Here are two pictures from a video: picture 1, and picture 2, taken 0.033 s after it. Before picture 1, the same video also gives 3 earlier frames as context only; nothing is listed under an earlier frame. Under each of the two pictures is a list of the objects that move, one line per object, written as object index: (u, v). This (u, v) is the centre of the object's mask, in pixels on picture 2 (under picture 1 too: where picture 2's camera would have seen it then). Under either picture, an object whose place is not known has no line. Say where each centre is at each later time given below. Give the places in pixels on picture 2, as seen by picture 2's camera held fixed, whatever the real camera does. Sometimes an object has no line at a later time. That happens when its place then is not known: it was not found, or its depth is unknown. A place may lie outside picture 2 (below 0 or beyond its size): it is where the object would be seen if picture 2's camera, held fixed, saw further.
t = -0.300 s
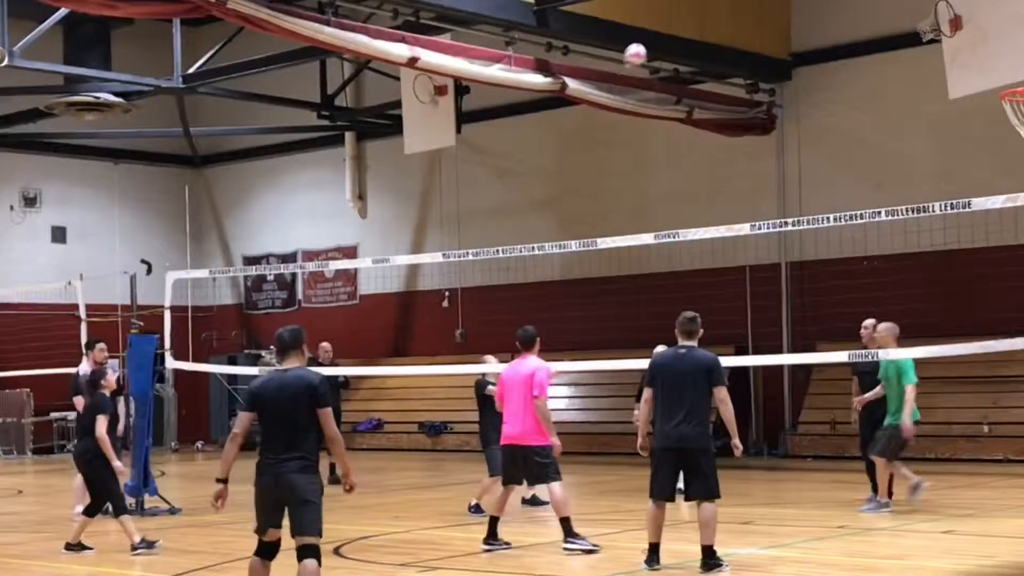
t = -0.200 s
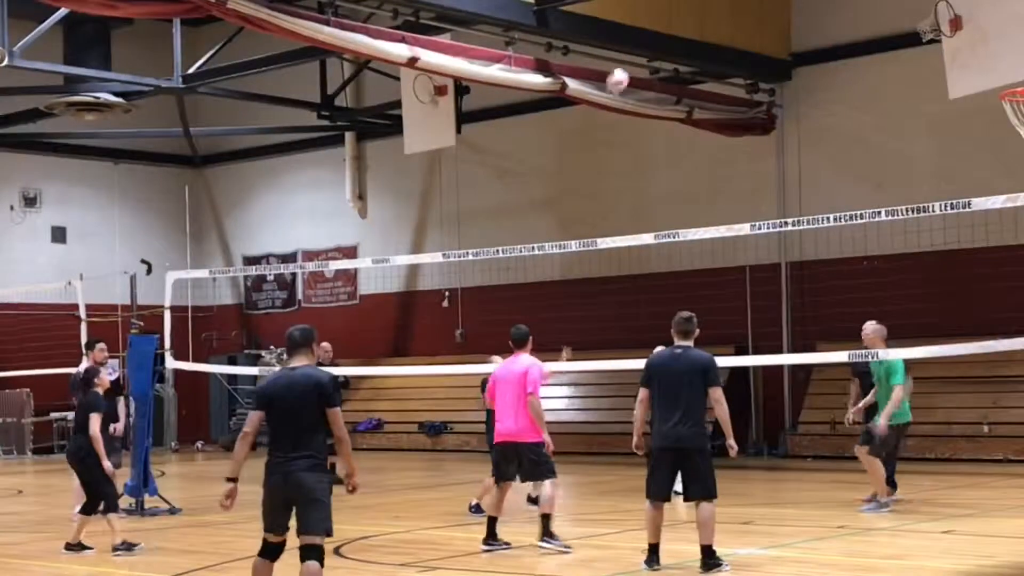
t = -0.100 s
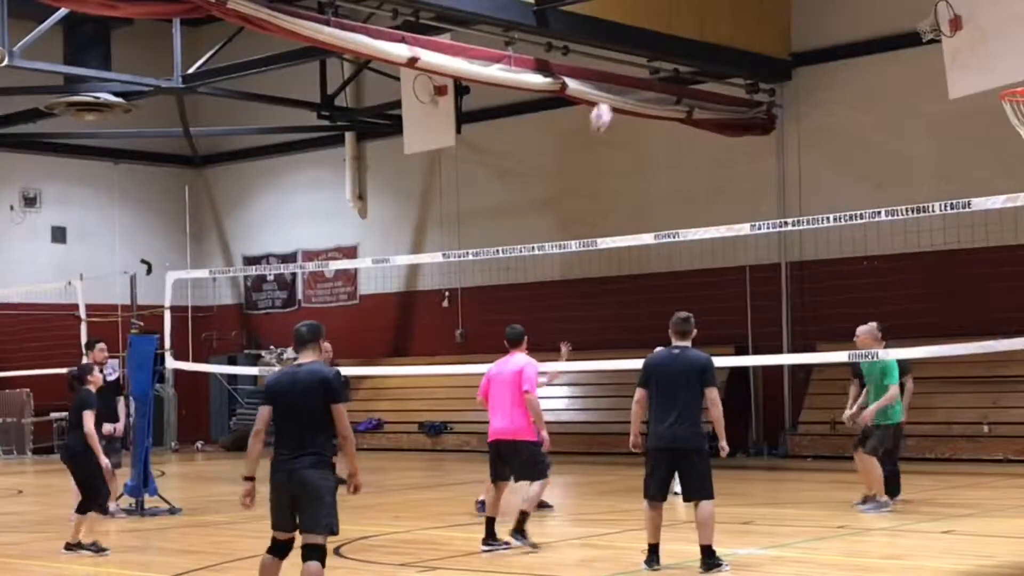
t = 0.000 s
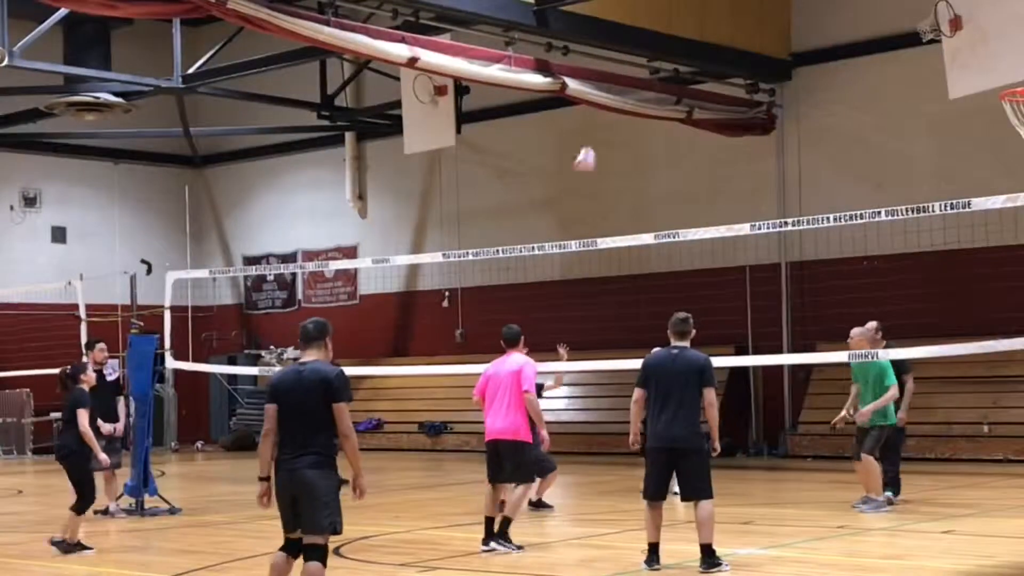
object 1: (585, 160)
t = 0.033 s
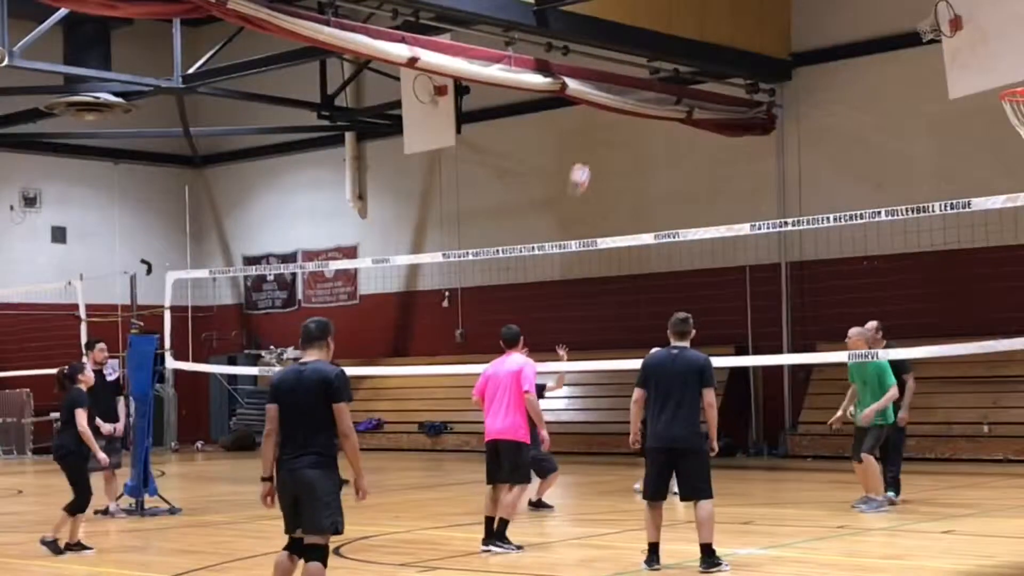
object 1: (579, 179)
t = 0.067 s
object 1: (574, 197)
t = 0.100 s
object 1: (569, 214)
